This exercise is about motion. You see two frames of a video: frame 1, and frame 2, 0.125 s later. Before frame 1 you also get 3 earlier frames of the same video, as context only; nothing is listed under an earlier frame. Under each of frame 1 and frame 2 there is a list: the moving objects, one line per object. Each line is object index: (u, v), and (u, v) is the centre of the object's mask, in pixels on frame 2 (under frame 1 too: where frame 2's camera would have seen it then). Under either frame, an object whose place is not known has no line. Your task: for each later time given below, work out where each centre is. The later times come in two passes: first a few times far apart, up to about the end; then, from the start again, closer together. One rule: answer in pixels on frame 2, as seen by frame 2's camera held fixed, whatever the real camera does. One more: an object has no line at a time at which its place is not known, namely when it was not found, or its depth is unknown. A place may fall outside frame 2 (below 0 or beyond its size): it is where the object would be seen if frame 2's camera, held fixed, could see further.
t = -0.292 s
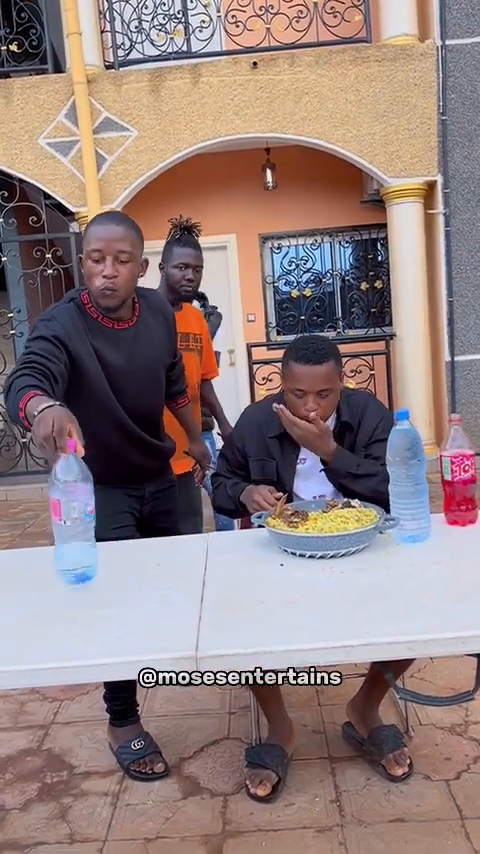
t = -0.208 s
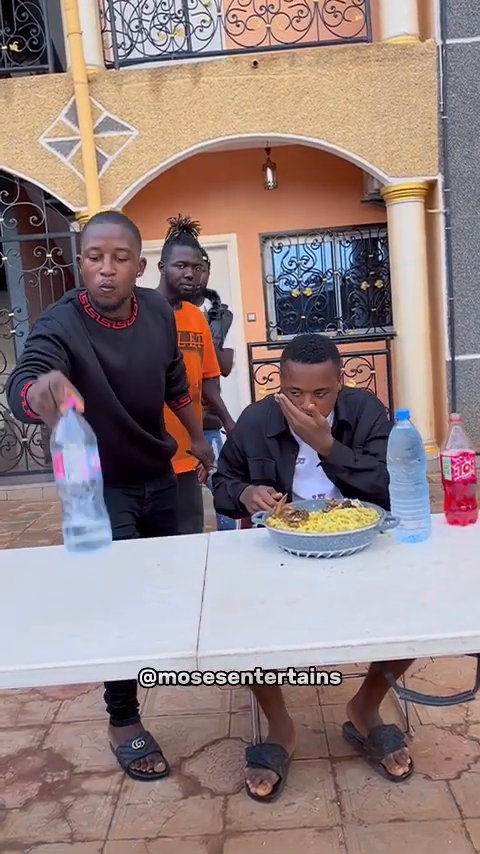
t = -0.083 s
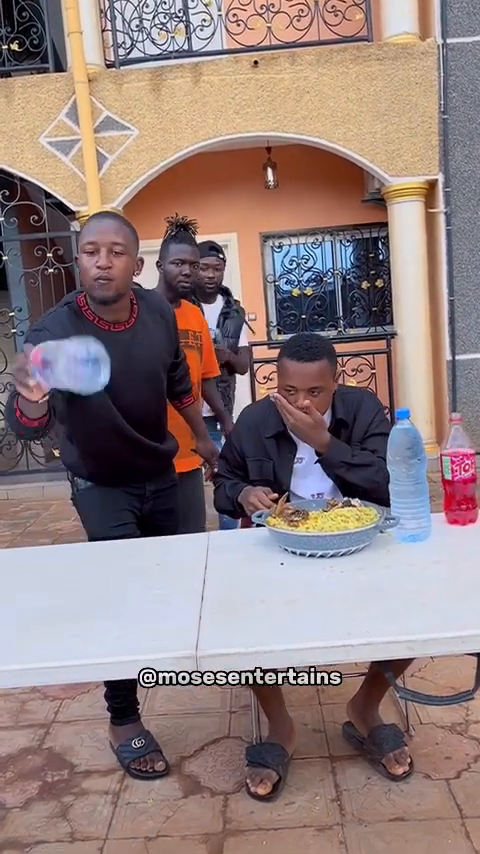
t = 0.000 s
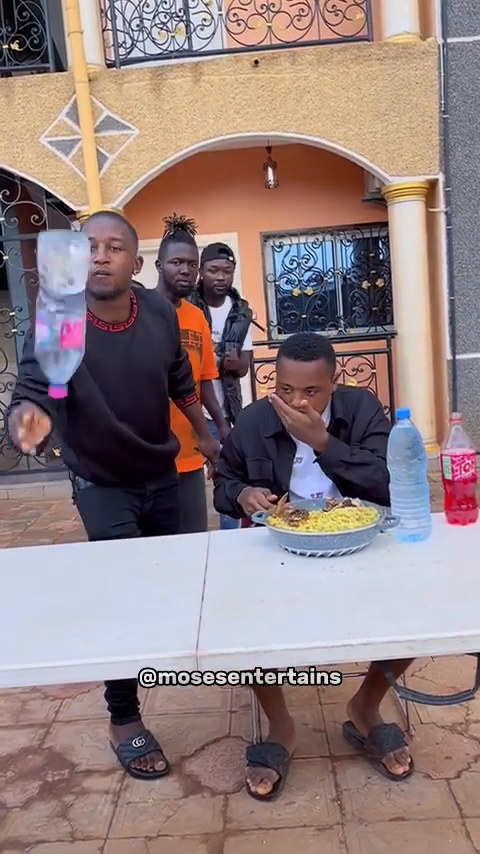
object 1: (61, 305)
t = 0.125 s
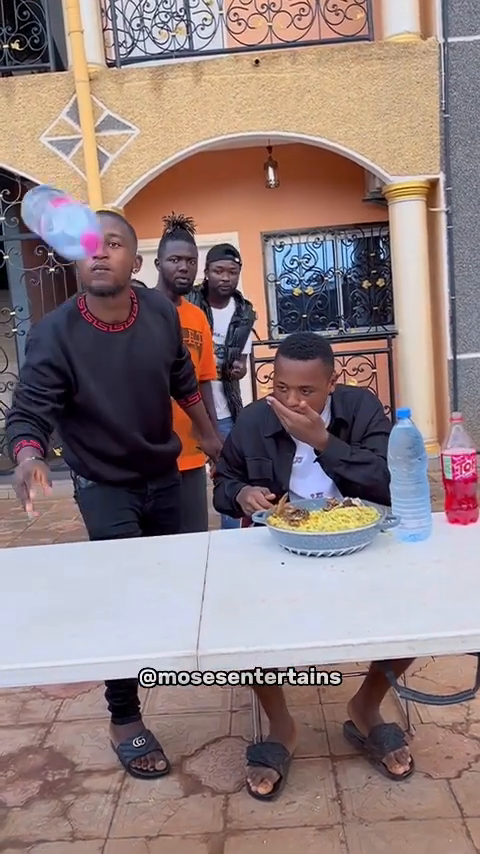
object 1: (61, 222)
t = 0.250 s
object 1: (60, 236)
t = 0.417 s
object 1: (71, 440)
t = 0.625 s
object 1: (60, 536)
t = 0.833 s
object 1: (60, 540)
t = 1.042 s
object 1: (61, 540)
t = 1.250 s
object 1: (60, 540)
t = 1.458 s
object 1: (61, 540)
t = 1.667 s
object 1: (61, 540)
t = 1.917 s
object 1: (61, 541)
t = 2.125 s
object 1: (61, 541)
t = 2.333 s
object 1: (61, 541)
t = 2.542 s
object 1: (61, 541)
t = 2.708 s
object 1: (60, 541)
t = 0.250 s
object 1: (60, 236)
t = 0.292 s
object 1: (61, 276)
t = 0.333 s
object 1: (64, 329)
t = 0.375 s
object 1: (67, 393)
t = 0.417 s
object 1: (71, 440)
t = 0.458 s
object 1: (76, 521)
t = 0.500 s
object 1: (71, 536)
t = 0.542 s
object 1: (65, 536)
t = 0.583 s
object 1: (62, 536)
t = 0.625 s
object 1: (60, 536)
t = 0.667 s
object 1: (57, 537)
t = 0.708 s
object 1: (55, 539)
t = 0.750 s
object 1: (55, 539)
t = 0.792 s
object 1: (58, 540)
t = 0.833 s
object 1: (60, 540)
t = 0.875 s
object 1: (60, 540)
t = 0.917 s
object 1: (61, 540)
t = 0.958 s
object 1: (60, 541)
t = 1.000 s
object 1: (60, 541)
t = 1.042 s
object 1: (61, 540)
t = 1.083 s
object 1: (60, 541)
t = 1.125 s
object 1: (61, 540)
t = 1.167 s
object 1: (61, 541)
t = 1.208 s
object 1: (61, 540)
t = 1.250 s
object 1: (60, 540)
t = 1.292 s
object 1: (61, 540)
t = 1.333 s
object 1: (61, 540)
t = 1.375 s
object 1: (61, 540)
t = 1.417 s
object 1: (61, 540)
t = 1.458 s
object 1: (61, 540)
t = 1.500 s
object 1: (61, 541)
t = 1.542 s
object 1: (61, 540)
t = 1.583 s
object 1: (61, 540)
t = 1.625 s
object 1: (61, 540)
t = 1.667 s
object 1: (61, 540)
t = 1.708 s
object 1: (61, 540)
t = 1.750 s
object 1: (61, 540)
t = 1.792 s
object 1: (61, 540)
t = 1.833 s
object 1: (61, 540)
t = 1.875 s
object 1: (61, 540)
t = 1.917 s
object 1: (61, 541)
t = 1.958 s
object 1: (61, 541)
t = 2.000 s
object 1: (61, 541)
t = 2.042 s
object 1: (61, 540)
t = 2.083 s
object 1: (61, 540)
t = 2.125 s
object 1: (61, 541)
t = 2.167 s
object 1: (61, 541)
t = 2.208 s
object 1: (61, 541)
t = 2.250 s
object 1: (61, 541)
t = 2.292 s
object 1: (61, 541)
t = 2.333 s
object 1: (61, 541)
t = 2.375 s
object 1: (61, 541)
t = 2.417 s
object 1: (61, 541)
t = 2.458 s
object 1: (61, 541)
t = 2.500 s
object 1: (61, 541)
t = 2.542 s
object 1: (61, 541)
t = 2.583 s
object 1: (61, 541)
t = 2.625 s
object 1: (60, 541)
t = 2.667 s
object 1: (61, 541)
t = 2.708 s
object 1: (60, 541)
